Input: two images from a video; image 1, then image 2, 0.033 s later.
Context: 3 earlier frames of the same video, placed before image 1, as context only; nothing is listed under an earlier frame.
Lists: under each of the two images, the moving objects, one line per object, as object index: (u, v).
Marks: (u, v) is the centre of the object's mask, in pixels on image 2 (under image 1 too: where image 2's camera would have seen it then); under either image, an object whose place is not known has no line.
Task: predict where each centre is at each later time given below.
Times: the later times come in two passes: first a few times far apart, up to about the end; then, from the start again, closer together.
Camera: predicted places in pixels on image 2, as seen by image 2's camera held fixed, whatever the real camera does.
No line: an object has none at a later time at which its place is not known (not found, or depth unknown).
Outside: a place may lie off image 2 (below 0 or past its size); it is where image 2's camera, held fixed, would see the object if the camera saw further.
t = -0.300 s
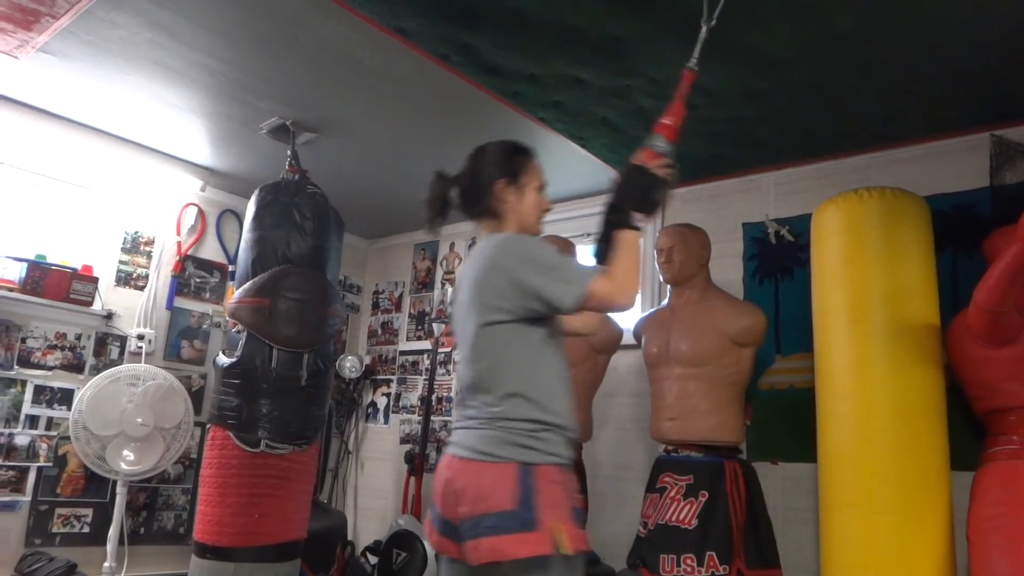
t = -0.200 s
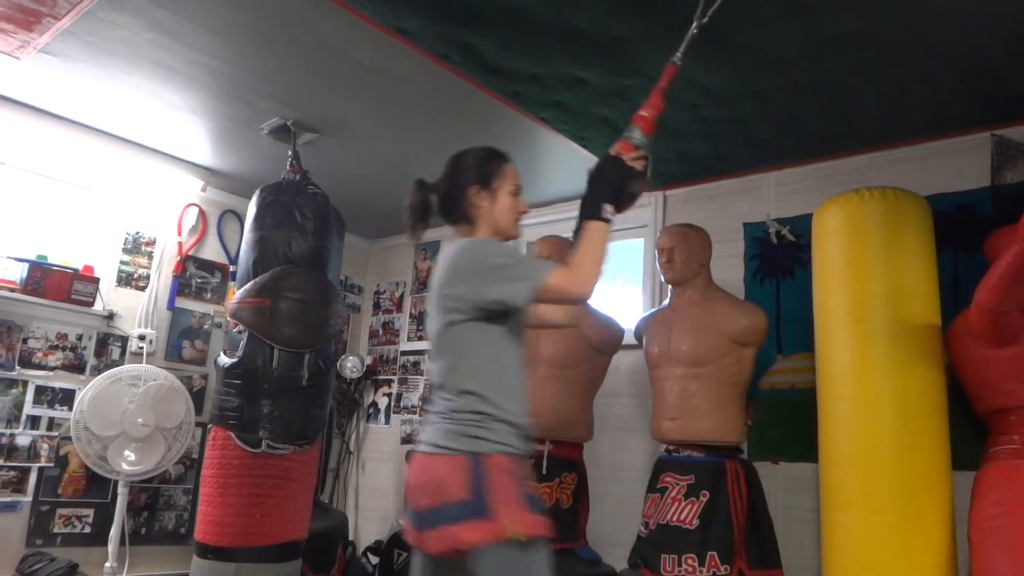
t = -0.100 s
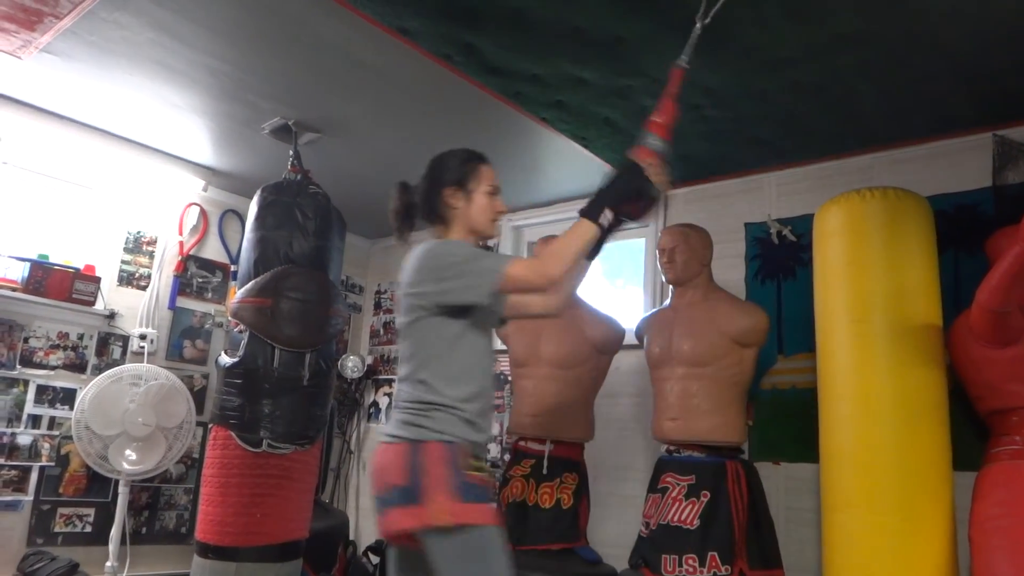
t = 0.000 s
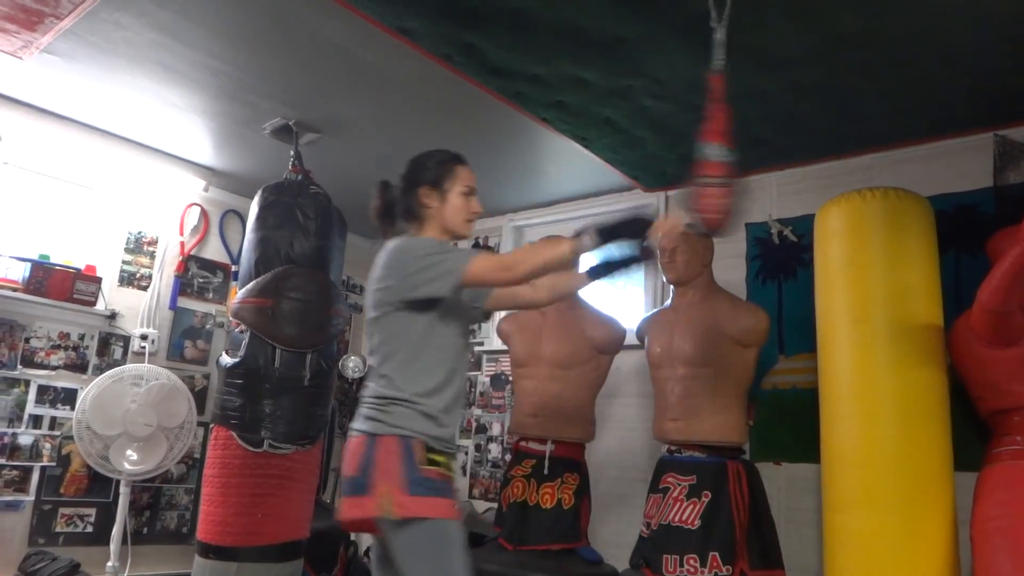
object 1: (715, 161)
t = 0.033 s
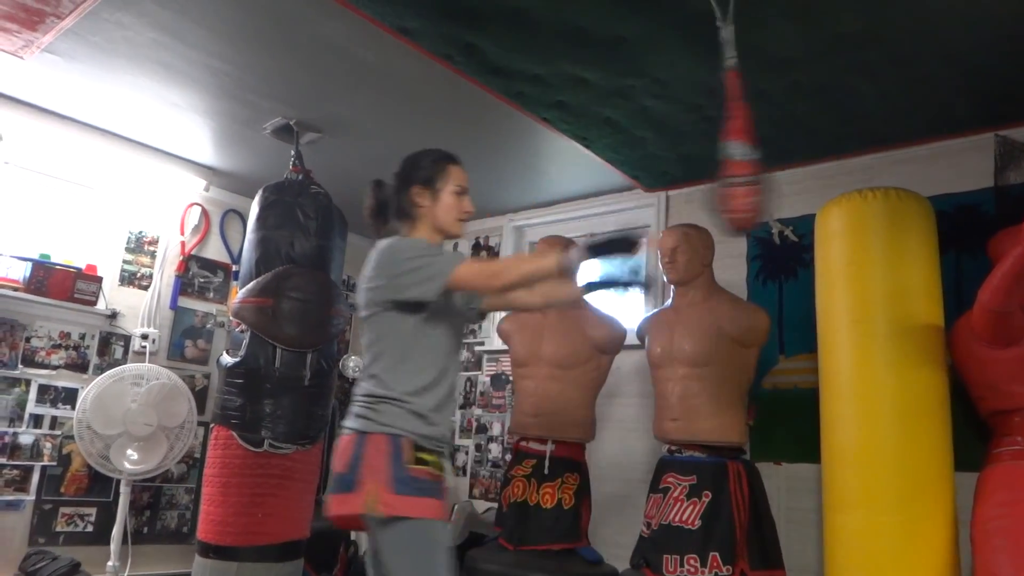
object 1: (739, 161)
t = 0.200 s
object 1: (839, 138)
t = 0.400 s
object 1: (875, 114)
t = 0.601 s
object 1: (810, 145)
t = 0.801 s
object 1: (676, 158)
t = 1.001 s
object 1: (594, 134)
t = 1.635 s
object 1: (834, 140)
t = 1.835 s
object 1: (869, 114)
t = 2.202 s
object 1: (702, 158)
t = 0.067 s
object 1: (762, 159)
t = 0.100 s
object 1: (783, 156)
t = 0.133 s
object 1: (805, 150)
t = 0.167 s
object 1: (822, 144)
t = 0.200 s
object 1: (839, 138)
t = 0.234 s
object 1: (851, 130)
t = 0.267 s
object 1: (861, 123)
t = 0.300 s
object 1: (868, 118)
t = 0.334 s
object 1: (873, 114)
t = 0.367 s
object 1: (875, 113)
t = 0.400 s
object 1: (875, 114)
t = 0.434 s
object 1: (872, 116)
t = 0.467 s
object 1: (866, 121)
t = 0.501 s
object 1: (857, 126)
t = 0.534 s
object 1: (844, 132)
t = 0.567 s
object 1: (828, 138)
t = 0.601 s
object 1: (810, 145)
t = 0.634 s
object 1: (789, 149)
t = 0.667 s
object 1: (766, 152)
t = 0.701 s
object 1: (742, 156)
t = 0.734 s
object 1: (719, 159)
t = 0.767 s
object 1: (697, 157)
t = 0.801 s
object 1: (676, 158)
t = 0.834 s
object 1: (657, 155)
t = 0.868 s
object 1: (641, 152)
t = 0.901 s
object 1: (624, 148)
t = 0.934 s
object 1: (611, 143)
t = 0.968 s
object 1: (603, 139)
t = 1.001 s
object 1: (594, 134)
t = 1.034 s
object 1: (591, 131)
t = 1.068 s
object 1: (589, 130)
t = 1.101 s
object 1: (589, 129)
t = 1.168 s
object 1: (595, 134)
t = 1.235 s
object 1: (610, 143)
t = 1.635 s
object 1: (834, 140)
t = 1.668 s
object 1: (847, 132)
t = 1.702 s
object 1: (857, 126)
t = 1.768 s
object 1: (869, 116)
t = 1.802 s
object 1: (866, 111)
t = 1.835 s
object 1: (869, 114)
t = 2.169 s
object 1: (723, 160)
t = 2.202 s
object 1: (702, 158)
